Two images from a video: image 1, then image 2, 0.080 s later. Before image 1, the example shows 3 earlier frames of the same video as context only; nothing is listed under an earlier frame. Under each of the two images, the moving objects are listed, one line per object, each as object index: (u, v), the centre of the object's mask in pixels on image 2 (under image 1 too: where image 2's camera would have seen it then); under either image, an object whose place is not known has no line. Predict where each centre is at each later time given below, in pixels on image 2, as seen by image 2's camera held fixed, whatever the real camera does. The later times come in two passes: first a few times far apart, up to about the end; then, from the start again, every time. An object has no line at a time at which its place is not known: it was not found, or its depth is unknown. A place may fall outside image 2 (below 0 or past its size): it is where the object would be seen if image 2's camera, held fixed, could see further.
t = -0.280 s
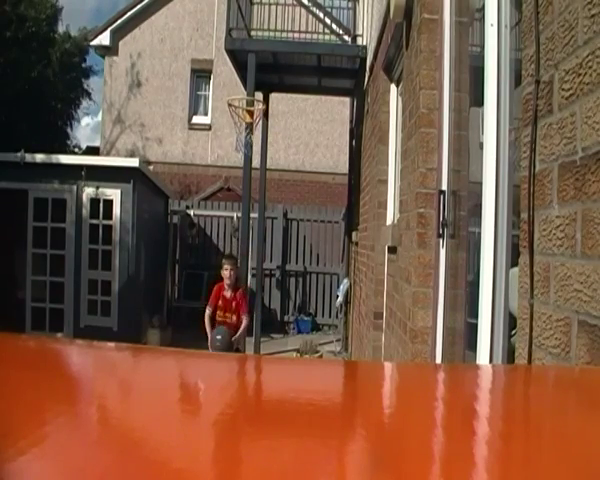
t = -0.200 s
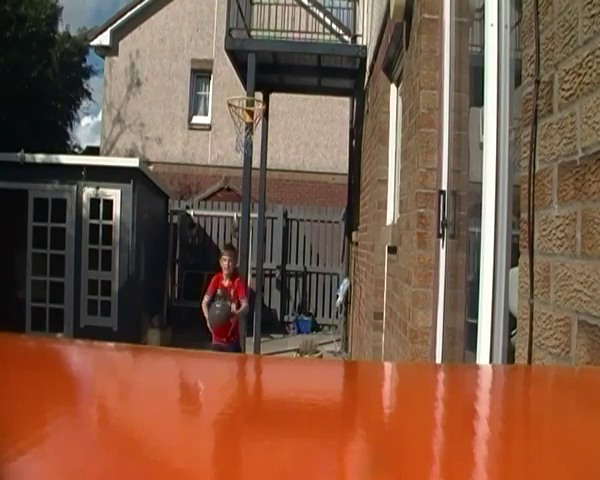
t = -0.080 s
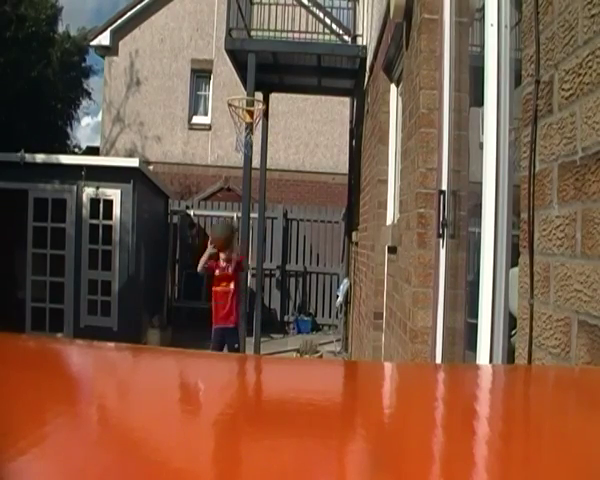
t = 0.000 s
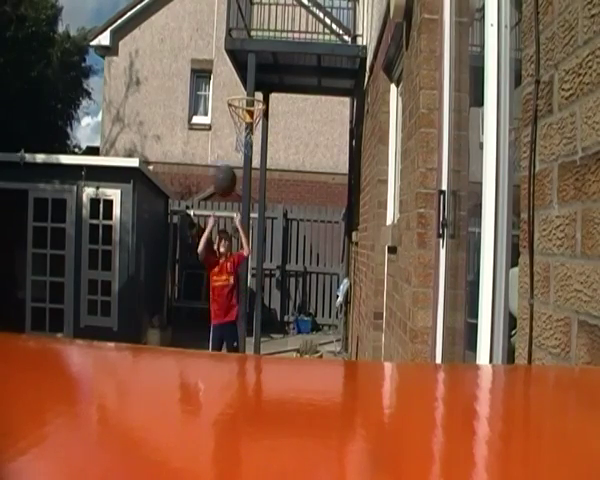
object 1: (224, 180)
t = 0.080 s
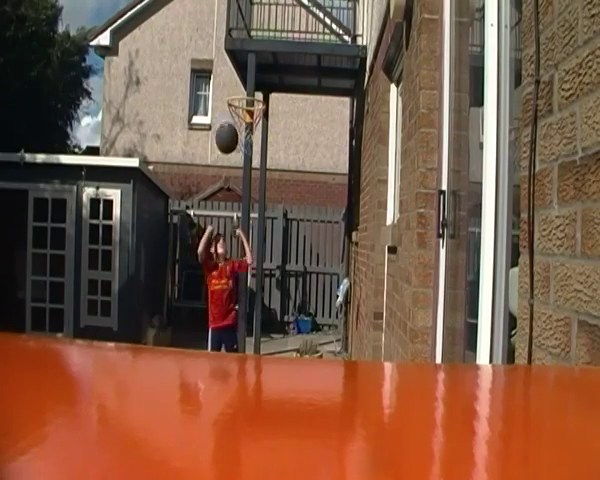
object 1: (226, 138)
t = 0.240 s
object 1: (229, 84)
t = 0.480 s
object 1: (231, 68)
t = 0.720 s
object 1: (230, 115)
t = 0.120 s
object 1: (227, 121)
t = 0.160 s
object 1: (228, 106)
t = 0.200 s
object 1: (229, 94)
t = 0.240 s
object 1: (229, 84)
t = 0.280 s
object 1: (230, 77)
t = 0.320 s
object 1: (230, 71)
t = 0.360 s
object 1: (231, 68)
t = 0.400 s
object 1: (231, 66)
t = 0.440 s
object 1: (231, 67)
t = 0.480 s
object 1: (231, 68)
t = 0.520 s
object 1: (231, 72)
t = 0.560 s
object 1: (231, 78)
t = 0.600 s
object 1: (231, 84)
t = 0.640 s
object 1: (230, 90)
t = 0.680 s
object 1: (230, 103)
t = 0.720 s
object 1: (230, 115)
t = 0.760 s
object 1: (229, 128)
